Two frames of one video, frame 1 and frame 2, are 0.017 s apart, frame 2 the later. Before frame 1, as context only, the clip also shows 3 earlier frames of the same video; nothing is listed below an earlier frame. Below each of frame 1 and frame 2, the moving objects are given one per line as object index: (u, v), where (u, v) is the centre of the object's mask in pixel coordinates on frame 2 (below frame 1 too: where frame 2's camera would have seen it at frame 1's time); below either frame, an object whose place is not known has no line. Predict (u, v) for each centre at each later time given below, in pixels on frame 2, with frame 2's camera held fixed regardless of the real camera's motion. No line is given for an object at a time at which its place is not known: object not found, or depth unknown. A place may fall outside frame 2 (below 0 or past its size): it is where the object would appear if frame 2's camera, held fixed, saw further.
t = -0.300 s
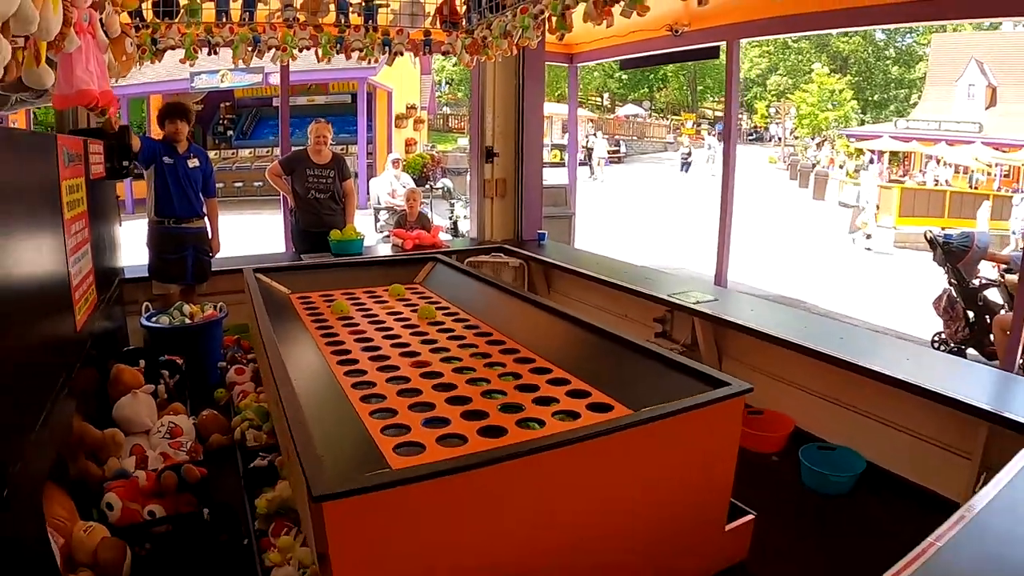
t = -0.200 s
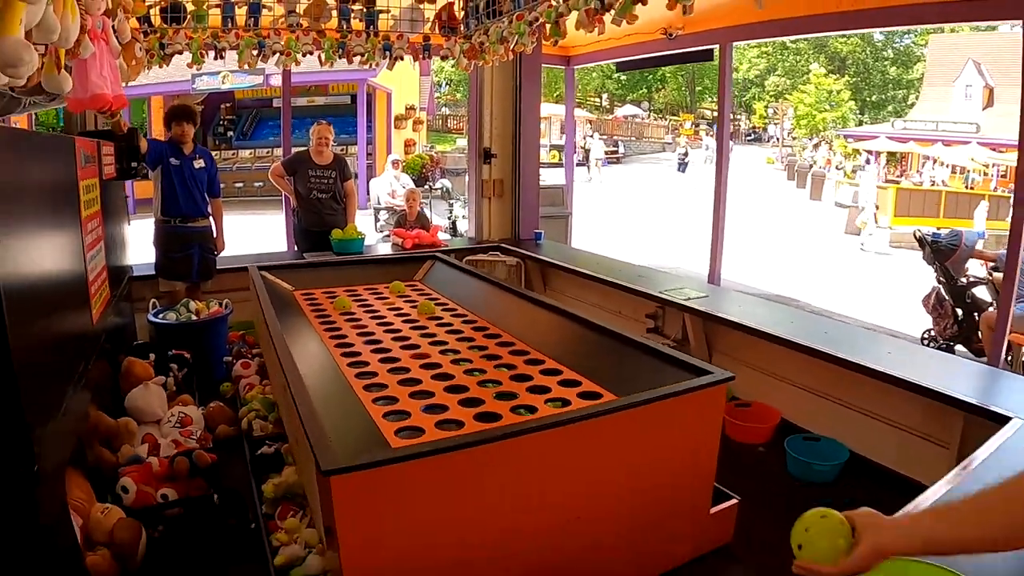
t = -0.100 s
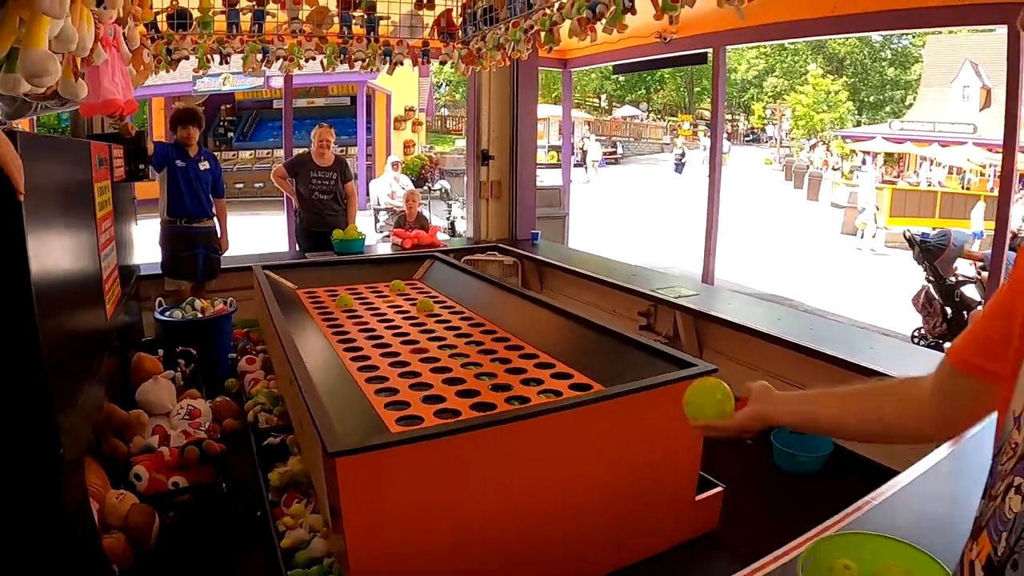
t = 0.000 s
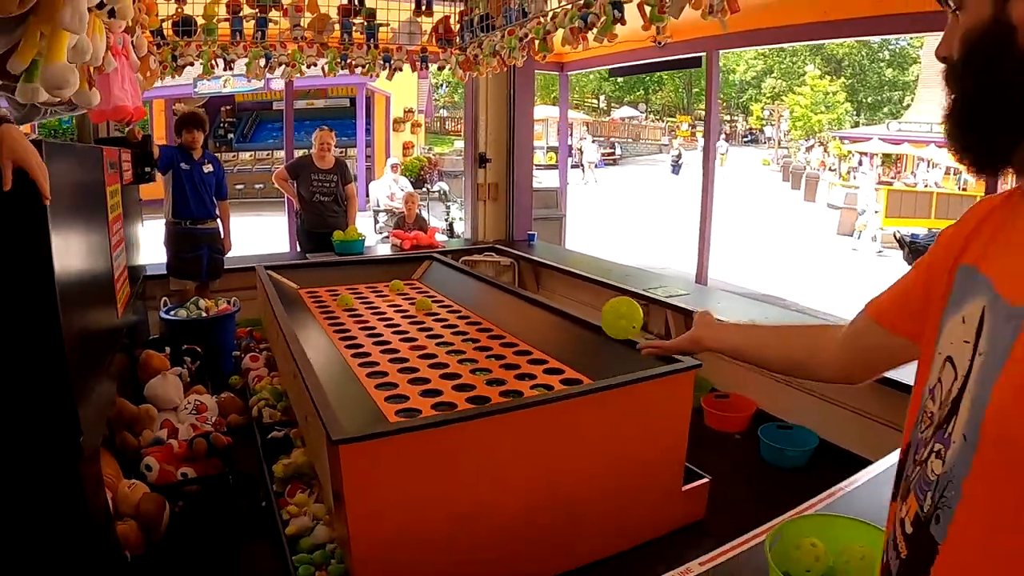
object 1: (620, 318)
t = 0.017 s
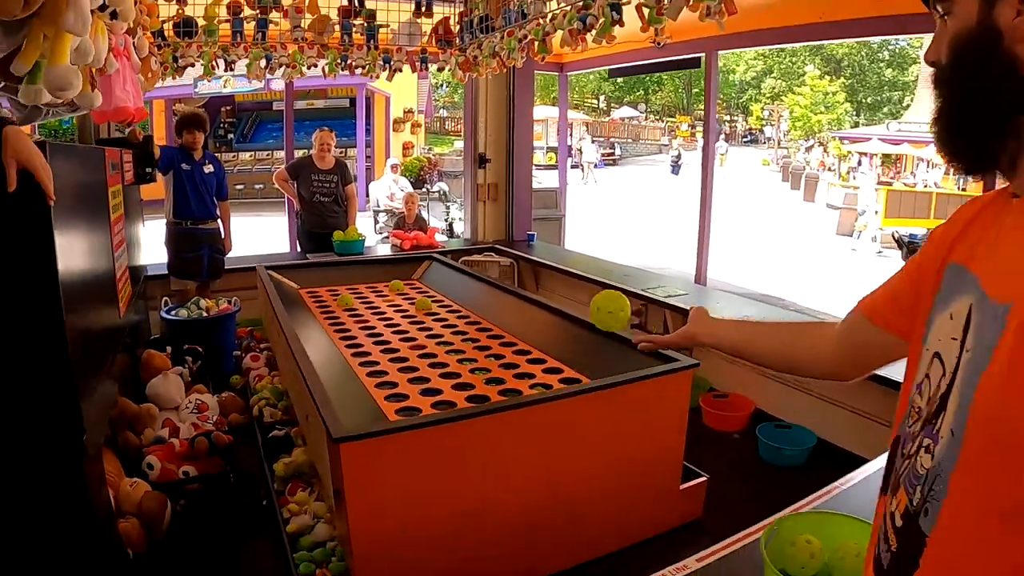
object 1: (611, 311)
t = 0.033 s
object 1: (600, 305)
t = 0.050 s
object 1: (591, 301)
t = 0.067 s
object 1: (581, 297)
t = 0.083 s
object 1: (573, 295)
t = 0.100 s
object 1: (565, 294)
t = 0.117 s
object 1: (557, 295)
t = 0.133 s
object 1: (550, 296)
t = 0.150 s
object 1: (543, 299)
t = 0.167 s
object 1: (537, 302)
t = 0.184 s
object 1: (530, 306)
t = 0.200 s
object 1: (524, 310)
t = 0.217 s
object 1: (518, 316)
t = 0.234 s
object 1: (511, 322)
